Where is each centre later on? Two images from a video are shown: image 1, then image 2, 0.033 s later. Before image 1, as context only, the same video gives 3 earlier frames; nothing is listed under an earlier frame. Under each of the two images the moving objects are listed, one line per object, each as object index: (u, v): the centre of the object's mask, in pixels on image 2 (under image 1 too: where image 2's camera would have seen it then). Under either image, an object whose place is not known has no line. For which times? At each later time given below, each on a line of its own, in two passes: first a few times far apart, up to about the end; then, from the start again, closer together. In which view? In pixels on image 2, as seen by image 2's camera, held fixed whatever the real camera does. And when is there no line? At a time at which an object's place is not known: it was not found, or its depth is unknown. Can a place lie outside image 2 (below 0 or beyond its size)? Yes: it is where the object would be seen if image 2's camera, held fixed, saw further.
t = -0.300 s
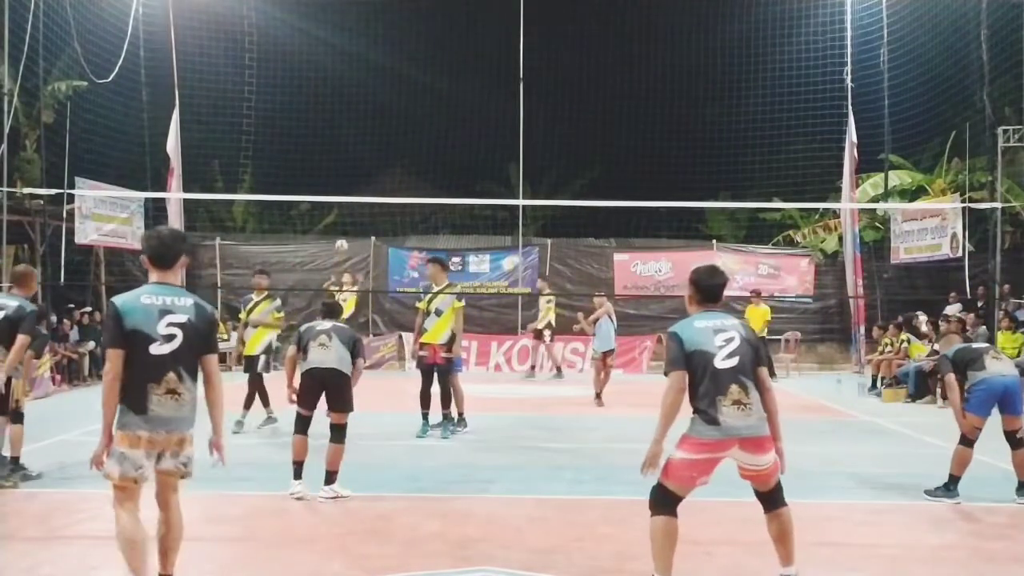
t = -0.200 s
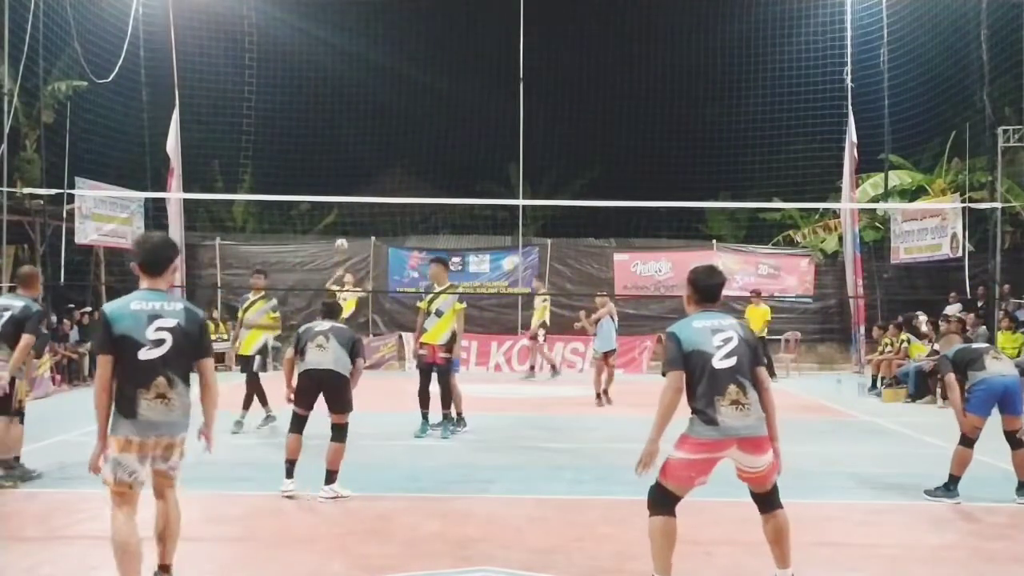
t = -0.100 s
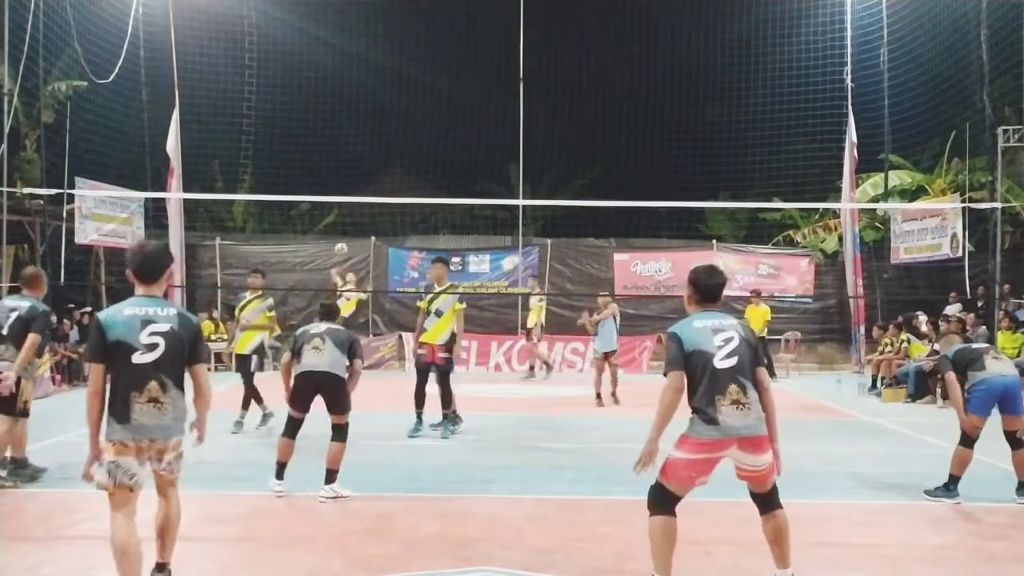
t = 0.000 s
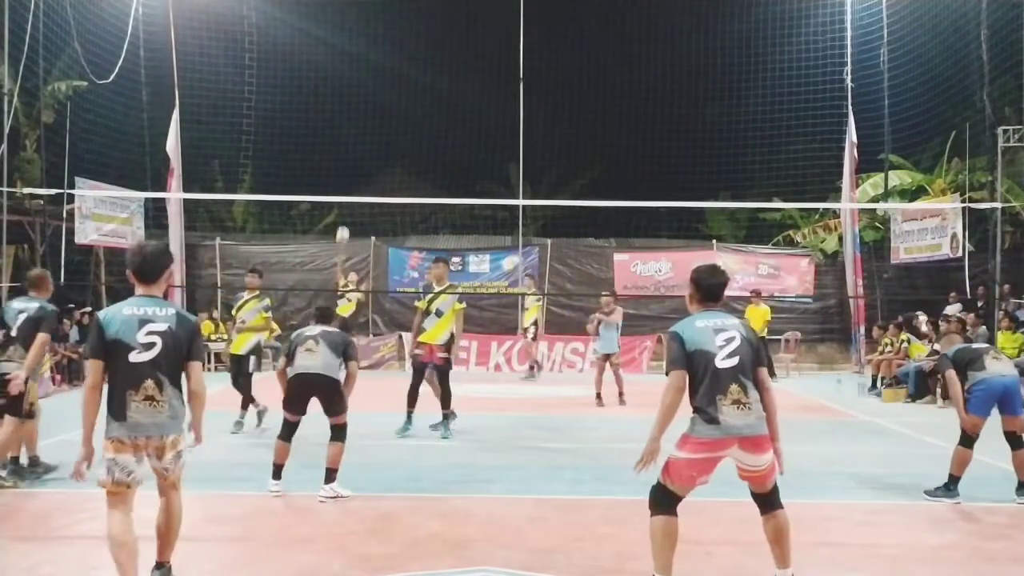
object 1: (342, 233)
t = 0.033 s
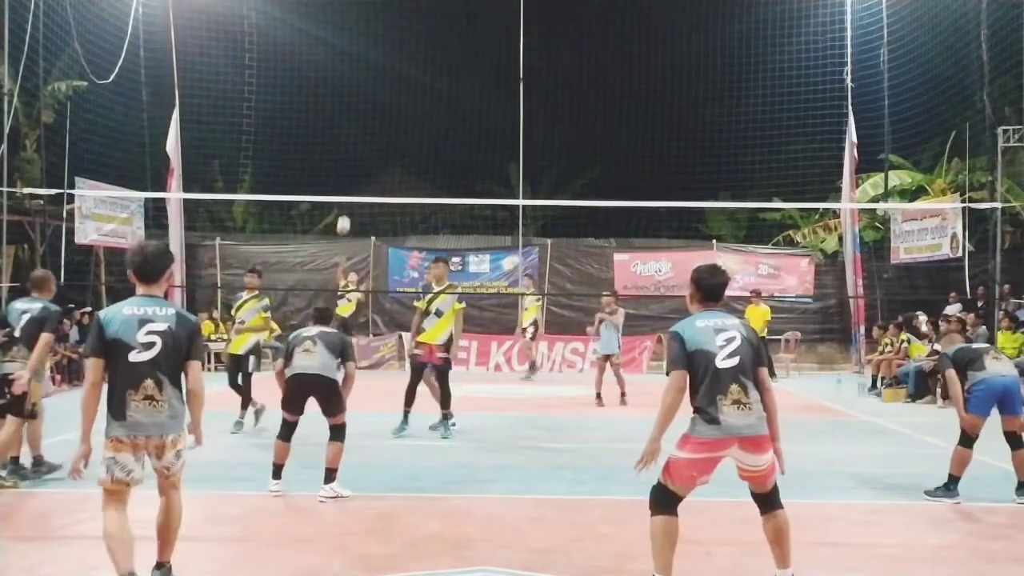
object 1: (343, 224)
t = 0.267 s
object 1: (346, 159)
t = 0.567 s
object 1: (354, 116)
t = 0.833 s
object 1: (350, 162)
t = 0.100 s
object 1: (345, 204)
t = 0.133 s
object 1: (346, 191)
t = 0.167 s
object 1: (346, 184)
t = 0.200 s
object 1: (346, 175)
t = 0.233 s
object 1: (346, 167)
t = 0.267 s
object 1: (346, 159)
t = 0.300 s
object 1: (347, 151)
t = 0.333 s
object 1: (348, 144)
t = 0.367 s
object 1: (348, 137)
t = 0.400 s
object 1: (349, 131)
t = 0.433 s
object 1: (351, 126)
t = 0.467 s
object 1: (352, 122)
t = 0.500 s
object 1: (353, 118)
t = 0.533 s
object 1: (353, 116)
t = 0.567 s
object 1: (354, 116)
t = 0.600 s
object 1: (355, 116)
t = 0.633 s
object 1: (355, 117)
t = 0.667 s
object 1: (355, 119)
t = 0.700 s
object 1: (355, 123)
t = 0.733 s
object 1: (354, 130)
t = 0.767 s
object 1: (353, 138)
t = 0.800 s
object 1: (351, 149)
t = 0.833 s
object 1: (350, 162)
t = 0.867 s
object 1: (348, 176)
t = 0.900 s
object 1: (345, 197)
